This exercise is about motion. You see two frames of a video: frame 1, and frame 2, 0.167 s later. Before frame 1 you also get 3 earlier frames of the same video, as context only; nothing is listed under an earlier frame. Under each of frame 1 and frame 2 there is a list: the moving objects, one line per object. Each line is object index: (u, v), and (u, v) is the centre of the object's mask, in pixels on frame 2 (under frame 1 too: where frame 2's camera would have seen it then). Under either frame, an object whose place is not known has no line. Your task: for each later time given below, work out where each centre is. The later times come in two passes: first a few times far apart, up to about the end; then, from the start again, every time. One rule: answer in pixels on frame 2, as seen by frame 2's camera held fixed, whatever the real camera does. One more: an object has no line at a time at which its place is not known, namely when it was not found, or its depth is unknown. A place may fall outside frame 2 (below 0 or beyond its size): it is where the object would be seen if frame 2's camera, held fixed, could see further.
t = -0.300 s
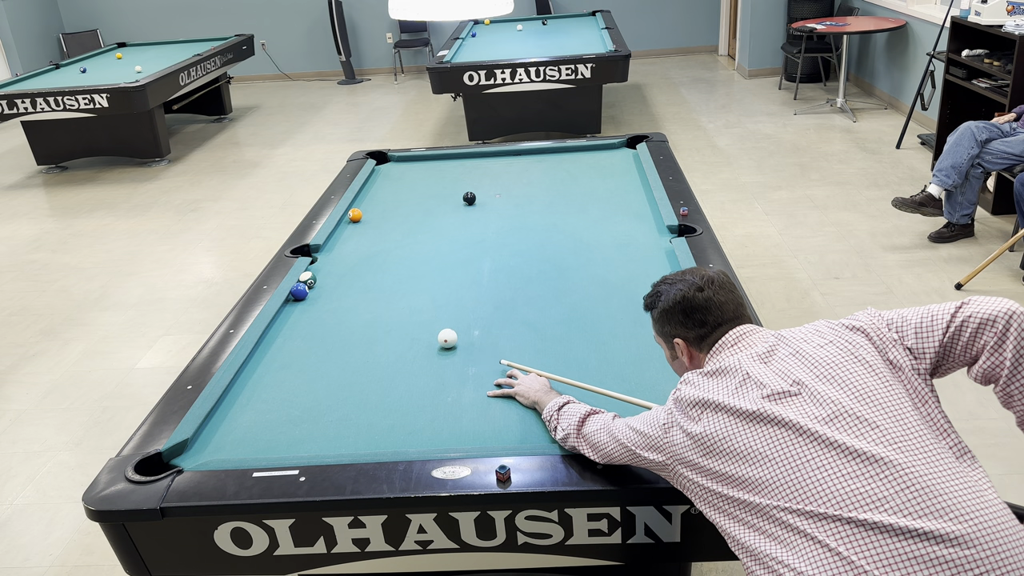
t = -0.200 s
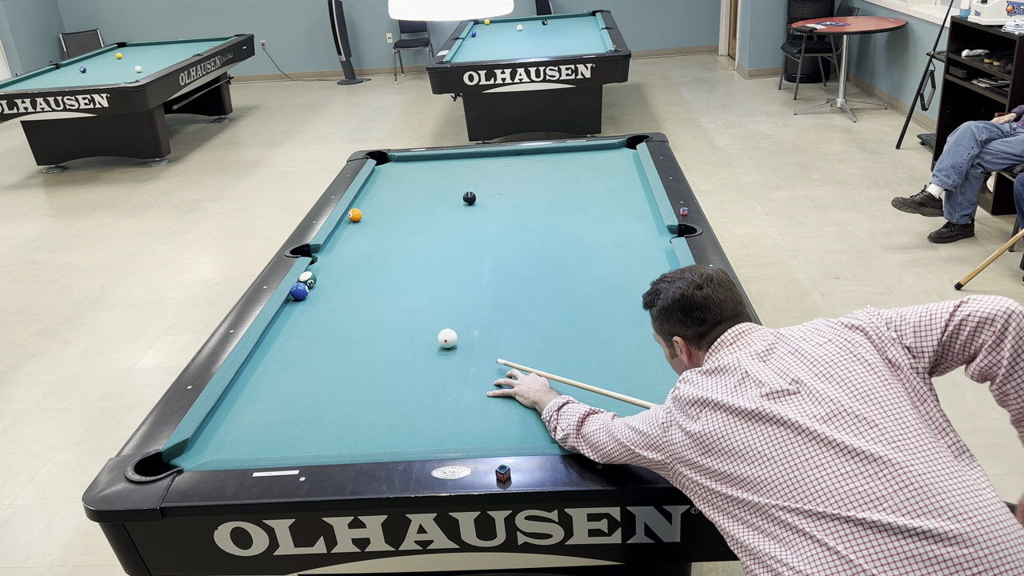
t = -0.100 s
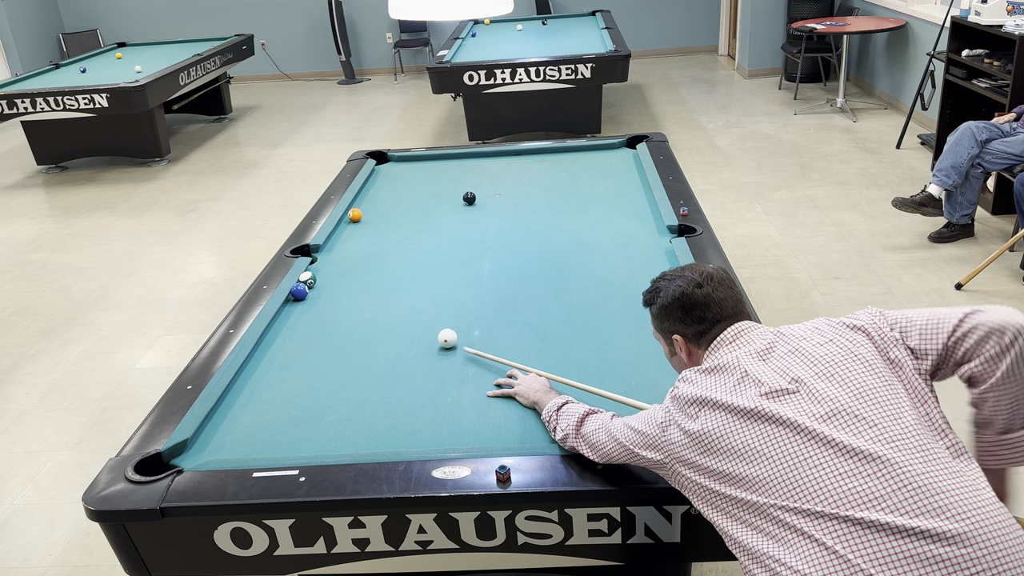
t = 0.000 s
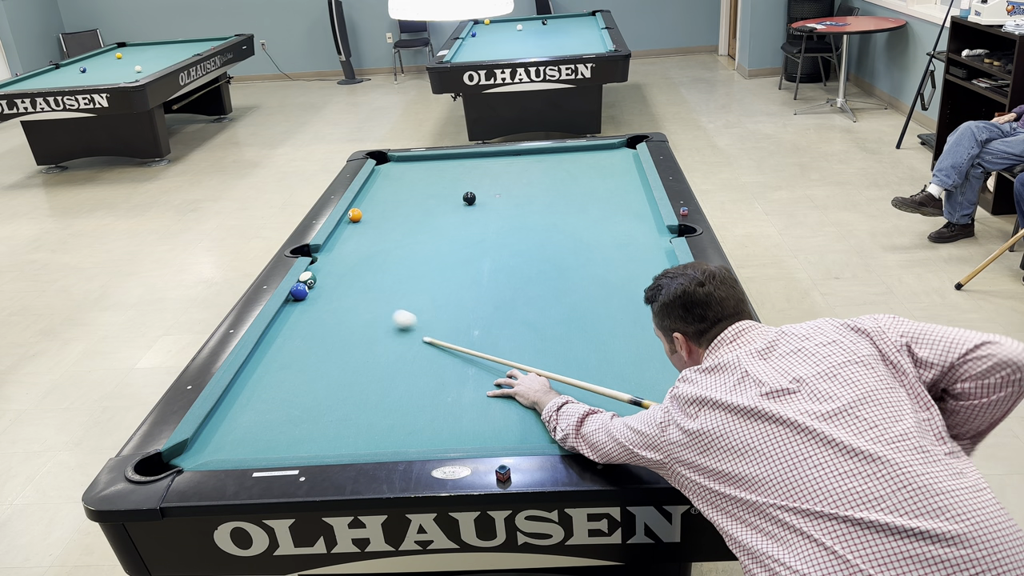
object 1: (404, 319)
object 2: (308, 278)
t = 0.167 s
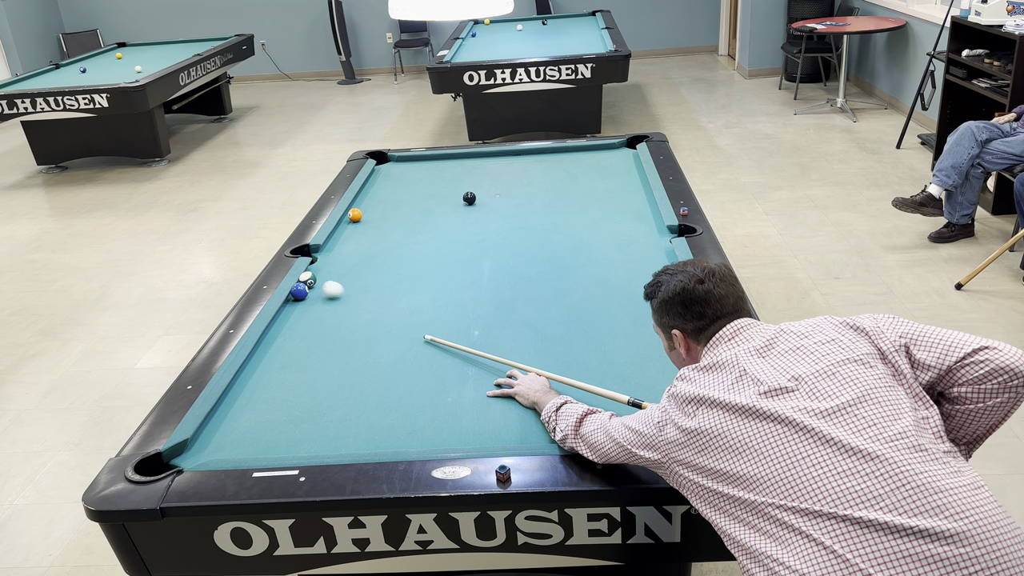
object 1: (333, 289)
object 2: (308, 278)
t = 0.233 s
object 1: (317, 283)
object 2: (309, 274)
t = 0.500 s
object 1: (314, 284)
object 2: (374, 255)
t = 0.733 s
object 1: (314, 284)
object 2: (420, 240)
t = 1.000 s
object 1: (314, 285)
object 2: (467, 224)
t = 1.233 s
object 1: (314, 285)
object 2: (504, 211)
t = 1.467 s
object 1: (314, 285)
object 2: (538, 199)
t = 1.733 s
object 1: (314, 284)
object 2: (572, 187)
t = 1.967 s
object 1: (314, 284)
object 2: (601, 177)
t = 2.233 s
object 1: (314, 284)
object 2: (630, 167)
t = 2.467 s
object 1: (314, 284)
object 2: (625, 162)
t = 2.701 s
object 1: (314, 284)
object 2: (613, 159)
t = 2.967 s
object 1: (314, 285)
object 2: (599, 157)
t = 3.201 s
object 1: (314, 285)
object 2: (589, 155)
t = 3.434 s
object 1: (314, 285)
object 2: (579, 153)
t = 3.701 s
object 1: (314, 284)
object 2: (569, 151)
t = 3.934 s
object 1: (313, 285)
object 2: (562, 149)
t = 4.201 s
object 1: (314, 284)
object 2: (556, 150)
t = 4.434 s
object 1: (314, 285)
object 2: (552, 151)
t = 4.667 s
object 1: (314, 285)
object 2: (549, 152)
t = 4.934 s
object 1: (314, 285)
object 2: (546, 153)
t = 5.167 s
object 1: (314, 284)
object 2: (544, 154)
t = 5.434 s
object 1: (314, 285)
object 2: (542, 154)
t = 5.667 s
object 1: (314, 284)
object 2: (541, 154)
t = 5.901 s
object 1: (314, 285)
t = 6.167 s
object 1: (314, 284)
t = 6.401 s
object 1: (314, 285)
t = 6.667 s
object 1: (314, 285)
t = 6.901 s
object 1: (314, 285)
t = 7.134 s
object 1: (314, 285)
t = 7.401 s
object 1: (314, 285)
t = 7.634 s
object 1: (314, 284)
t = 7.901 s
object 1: (313, 284)
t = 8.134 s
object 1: (313, 285)
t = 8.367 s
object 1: (314, 284)
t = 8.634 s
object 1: (314, 285)
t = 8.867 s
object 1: (313, 285)
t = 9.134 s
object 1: (314, 285)
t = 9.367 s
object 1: (314, 285)
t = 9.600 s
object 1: (307, 284)
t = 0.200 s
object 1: (322, 285)
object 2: (307, 278)
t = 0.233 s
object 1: (317, 283)
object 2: (309, 274)
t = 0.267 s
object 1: (317, 284)
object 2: (322, 271)
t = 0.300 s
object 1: (316, 284)
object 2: (330, 271)
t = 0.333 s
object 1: (316, 284)
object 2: (338, 268)
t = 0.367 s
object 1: (316, 284)
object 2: (345, 265)
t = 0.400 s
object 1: (315, 284)
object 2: (353, 263)
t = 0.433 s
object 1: (315, 284)
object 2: (360, 261)
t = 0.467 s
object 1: (315, 284)
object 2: (367, 258)
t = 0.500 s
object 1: (314, 284)
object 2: (374, 255)
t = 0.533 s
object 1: (314, 284)
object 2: (381, 253)
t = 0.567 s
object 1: (314, 284)
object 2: (388, 251)
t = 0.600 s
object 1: (314, 284)
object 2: (394, 249)
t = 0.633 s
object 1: (314, 284)
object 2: (401, 246)
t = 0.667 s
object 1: (314, 284)
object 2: (407, 244)
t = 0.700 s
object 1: (314, 284)
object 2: (413, 242)
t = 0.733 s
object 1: (314, 284)
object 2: (420, 240)
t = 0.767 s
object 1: (314, 285)
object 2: (426, 238)
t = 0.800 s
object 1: (314, 285)
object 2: (432, 235)
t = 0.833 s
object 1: (314, 285)
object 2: (438, 234)
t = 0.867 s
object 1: (314, 284)
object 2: (444, 232)
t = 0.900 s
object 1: (314, 284)
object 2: (450, 230)
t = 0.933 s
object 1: (314, 284)
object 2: (456, 227)
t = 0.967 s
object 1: (314, 284)
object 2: (461, 225)
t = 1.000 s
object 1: (314, 285)
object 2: (467, 224)
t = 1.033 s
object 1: (314, 284)
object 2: (473, 222)
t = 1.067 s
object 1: (314, 284)
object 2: (478, 220)
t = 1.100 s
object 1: (313, 285)
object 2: (483, 218)
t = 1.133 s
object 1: (314, 285)
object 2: (488, 216)
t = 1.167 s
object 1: (314, 285)
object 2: (494, 215)
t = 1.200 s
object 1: (314, 285)
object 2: (499, 213)
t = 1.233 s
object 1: (314, 285)
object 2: (504, 211)
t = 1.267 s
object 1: (314, 285)
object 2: (509, 209)
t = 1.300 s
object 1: (314, 285)
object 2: (514, 208)
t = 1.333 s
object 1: (314, 285)
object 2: (519, 206)
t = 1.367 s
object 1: (314, 285)
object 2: (524, 204)
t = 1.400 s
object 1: (314, 285)
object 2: (528, 202)
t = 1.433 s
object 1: (314, 285)
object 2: (533, 201)
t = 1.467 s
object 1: (314, 285)
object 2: (538, 199)
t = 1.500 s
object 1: (314, 285)
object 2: (543, 198)
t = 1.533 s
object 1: (314, 285)
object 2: (547, 196)
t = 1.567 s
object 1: (314, 285)
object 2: (551, 194)
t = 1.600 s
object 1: (314, 284)
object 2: (556, 193)
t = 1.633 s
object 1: (314, 285)
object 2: (560, 192)
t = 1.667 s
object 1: (314, 285)
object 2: (564, 190)
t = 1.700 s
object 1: (314, 285)
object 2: (569, 188)
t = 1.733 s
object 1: (314, 284)
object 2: (572, 187)
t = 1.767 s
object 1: (314, 284)
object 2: (577, 185)
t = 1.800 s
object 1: (314, 284)
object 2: (581, 184)
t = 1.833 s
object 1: (314, 284)
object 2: (585, 183)
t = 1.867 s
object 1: (314, 284)
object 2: (590, 182)
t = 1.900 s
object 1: (314, 284)
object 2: (593, 180)
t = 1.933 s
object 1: (314, 284)
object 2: (596, 178)
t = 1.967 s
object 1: (314, 284)
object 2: (601, 177)
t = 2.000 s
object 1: (314, 284)
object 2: (605, 176)
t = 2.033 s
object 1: (314, 284)
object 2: (608, 174)
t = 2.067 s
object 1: (313, 284)
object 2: (612, 173)
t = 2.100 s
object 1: (314, 285)
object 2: (615, 171)
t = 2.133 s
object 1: (314, 284)
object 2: (619, 170)
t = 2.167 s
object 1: (314, 284)
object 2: (623, 169)
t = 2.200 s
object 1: (313, 284)
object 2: (626, 168)
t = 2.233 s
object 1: (314, 284)
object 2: (630, 167)
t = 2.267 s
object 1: (314, 284)
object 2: (633, 165)
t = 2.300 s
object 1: (314, 284)
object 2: (635, 164)
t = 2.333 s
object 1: (314, 284)
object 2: (633, 164)
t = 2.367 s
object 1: (314, 284)
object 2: (631, 163)
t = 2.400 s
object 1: (314, 284)
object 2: (629, 163)
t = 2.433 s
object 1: (314, 284)
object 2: (627, 162)
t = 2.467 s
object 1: (314, 284)
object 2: (625, 162)
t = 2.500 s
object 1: (314, 284)
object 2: (623, 162)
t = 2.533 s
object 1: (314, 284)
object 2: (621, 161)
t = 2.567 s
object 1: (314, 284)
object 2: (620, 161)
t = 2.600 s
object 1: (314, 284)
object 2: (618, 161)
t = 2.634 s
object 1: (314, 284)
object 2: (616, 160)
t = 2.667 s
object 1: (314, 284)
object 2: (614, 160)
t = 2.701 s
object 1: (314, 284)
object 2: (613, 159)
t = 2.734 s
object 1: (313, 284)
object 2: (611, 159)
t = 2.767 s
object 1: (313, 284)
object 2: (609, 158)
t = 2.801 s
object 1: (314, 284)
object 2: (607, 158)
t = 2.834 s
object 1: (313, 284)
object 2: (606, 158)
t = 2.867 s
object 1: (314, 284)
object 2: (604, 158)
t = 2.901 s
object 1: (314, 284)
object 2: (603, 158)
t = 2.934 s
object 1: (314, 285)
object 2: (601, 157)
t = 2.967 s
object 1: (314, 285)
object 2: (599, 157)
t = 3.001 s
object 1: (314, 284)
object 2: (598, 156)
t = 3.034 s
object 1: (314, 285)
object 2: (596, 156)
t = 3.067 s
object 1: (314, 284)
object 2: (595, 156)
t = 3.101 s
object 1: (313, 285)
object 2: (593, 156)
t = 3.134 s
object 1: (314, 284)
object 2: (592, 155)
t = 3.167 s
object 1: (314, 284)
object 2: (590, 155)
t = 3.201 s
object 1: (314, 285)
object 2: (589, 155)
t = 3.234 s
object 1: (313, 285)
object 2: (588, 154)
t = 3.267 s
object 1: (314, 285)
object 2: (586, 154)
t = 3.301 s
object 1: (313, 285)
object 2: (584, 154)
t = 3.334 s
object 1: (314, 285)
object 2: (583, 153)
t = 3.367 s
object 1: (314, 285)
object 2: (582, 153)
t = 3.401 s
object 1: (314, 285)
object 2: (580, 153)
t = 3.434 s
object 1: (314, 285)
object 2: (579, 153)
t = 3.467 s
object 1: (314, 285)
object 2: (577, 153)
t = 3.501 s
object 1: (314, 285)
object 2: (577, 152)
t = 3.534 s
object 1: (314, 285)
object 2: (575, 152)
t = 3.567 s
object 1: (314, 285)
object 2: (574, 152)
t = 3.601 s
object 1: (314, 285)
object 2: (573, 151)
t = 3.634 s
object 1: (314, 285)
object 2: (572, 151)
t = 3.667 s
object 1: (314, 285)
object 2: (570, 151)
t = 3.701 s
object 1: (314, 284)
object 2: (569, 151)
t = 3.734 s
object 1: (314, 284)
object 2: (568, 150)
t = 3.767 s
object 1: (314, 284)
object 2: (567, 150)
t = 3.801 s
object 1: (314, 284)
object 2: (566, 150)
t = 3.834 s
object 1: (314, 284)
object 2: (565, 150)
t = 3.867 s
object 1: (314, 284)
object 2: (564, 150)
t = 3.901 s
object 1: (314, 284)
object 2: (563, 149)
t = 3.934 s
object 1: (313, 285)
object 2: (562, 149)
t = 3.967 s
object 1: (314, 285)
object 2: (561, 149)
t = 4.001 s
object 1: (314, 284)
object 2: (560, 149)
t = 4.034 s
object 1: (314, 285)
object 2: (559, 149)
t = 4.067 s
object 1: (314, 284)
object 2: (558, 149)
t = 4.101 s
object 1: (314, 285)
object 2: (557, 150)
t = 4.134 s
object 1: (314, 285)
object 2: (556, 150)
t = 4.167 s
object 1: (314, 284)
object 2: (556, 150)
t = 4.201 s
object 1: (314, 284)
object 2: (556, 150)
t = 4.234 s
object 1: (314, 285)
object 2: (555, 150)
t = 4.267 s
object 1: (314, 285)
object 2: (555, 150)
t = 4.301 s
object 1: (314, 284)
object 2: (554, 151)
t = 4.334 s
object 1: (314, 285)
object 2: (554, 151)
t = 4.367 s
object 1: (314, 285)
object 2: (553, 151)
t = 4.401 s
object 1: (314, 285)
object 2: (553, 151)
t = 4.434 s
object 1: (314, 285)
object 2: (552, 151)
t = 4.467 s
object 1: (314, 284)
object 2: (552, 151)
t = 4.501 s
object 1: (314, 285)
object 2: (551, 151)
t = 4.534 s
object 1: (314, 285)
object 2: (551, 152)
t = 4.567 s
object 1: (314, 285)
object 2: (550, 152)
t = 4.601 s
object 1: (314, 284)
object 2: (550, 152)
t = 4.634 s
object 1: (314, 285)
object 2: (550, 152)
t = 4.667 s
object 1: (314, 285)
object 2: (549, 152)
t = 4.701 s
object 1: (314, 285)
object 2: (549, 153)
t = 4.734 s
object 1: (314, 285)
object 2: (548, 153)
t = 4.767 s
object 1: (314, 285)
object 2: (548, 153)
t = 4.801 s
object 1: (314, 285)
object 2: (547, 153)
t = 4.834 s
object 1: (314, 285)
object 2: (547, 153)
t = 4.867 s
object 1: (314, 285)
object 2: (546, 153)
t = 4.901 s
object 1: (314, 284)
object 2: (546, 153)
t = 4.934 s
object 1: (314, 285)
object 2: (546, 153)
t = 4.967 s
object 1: (314, 284)
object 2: (546, 153)
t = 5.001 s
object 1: (313, 285)
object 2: (545, 153)
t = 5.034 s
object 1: (314, 285)
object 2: (545, 153)
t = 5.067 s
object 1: (314, 285)
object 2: (545, 153)
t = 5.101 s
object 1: (314, 285)
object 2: (544, 153)
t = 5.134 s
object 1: (314, 285)
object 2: (544, 154)
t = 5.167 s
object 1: (314, 284)
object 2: (544, 154)
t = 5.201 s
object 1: (314, 285)
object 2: (544, 154)
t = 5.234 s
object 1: (314, 284)
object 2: (543, 154)
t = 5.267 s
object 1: (314, 285)
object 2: (543, 154)
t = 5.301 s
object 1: (314, 284)
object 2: (543, 154)
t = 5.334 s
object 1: (314, 285)
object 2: (543, 154)
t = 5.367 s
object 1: (314, 285)
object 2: (543, 154)
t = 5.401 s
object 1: (314, 285)
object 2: (542, 154)
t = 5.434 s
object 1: (314, 285)
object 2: (542, 154)
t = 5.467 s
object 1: (314, 284)
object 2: (542, 154)
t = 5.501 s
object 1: (314, 285)
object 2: (542, 154)
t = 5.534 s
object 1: (314, 284)
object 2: (542, 154)
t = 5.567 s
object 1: (314, 284)
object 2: (542, 154)
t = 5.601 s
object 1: (314, 285)
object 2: (542, 154)
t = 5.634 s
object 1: (314, 284)
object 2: (542, 154)
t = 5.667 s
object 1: (314, 284)
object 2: (541, 154)
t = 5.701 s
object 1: (314, 284)
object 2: (542, 154)
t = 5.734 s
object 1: (314, 285)
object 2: (541, 154)
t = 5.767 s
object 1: (314, 285)
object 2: (542, 154)
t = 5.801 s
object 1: (314, 285)
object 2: (542, 154)
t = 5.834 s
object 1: (314, 285)
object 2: (542, 154)
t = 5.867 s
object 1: (314, 285)
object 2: (542, 154)
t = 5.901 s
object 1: (314, 285)
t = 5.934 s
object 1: (314, 285)
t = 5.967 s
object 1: (314, 285)
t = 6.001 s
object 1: (314, 285)
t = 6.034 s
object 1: (314, 284)
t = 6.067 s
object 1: (314, 285)
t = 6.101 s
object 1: (314, 284)
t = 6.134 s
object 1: (314, 284)
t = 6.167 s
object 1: (314, 284)
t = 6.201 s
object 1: (314, 285)
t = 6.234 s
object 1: (314, 284)
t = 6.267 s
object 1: (314, 284)
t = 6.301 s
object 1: (314, 285)
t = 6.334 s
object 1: (313, 284)
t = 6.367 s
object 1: (314, 285)
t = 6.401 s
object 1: (314, 285)
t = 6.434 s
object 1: (314, 285)
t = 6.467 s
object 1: (314, 285)
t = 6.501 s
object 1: (314, 284)
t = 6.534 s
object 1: (314, 284)
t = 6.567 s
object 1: (314, 284)
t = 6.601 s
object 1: (314, 285)
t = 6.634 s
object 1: (314, 285)
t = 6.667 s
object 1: (314, 285)
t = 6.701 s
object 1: (314, 285)
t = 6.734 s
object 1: (314, 285)
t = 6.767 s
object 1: (314, 285)
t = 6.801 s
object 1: (314, 285)
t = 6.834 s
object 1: (314, 285)
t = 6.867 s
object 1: (314, 285)
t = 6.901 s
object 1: (314, 285)
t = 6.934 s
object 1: (314, 285)
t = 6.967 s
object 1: (314, 285)
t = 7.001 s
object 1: (314, 284)
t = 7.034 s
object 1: (314, 285)
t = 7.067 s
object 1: (314, 285)
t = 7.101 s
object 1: (314, 285)
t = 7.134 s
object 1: (314, 285)
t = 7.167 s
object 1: (314, 284)
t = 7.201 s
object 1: (314, 285)
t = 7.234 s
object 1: (314, 284)
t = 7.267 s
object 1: (314, 285)
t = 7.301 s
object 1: (314, 284)
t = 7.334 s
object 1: (314, 284)
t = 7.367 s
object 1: (314, 284)
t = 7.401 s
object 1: (314, 285)
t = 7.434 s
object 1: (314, 284)
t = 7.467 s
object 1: (314, 284)
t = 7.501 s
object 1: (314, 285)
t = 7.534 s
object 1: (314, 284)
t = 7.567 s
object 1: (314, 285)
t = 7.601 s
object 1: (314, 285)
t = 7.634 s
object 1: (314, 284)
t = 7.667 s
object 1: (314, 285)
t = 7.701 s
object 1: (314, 284)
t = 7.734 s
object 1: (314, 284)
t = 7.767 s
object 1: (314, 284)
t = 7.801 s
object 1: (313, 285)
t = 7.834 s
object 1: (314, 284)
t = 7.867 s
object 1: (314, 284)
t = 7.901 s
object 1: (313, 284)
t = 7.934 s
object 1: (313, 285)
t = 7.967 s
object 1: (313, 285)
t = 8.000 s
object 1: (314, 284)
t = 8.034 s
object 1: (314, 284)
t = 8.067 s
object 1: (313, 285)
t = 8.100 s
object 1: (314, 284)
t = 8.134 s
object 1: (313, 285)
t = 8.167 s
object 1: (314, 284)
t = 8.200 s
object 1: (314, 285)
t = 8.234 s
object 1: (313, 284)
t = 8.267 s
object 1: (314, 285)
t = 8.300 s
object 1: (314, 285)
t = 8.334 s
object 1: (314, 284)
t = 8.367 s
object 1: (314, 284)
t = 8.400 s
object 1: (314, 285)
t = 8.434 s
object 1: (314, 285)
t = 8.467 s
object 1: (314, 284)
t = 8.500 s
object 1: (314, 285)
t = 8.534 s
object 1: (314, 284)
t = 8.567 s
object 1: (313, 285)
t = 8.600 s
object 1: (314, 284)
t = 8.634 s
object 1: (314, 285)
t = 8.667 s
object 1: (314, 285)
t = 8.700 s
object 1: (314, 284)
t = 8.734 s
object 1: (313, 285)
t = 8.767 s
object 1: (314, 285)
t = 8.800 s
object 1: (314, 285)
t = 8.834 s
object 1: (313, 285)
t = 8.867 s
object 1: (313, 285)
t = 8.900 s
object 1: (314, 285)
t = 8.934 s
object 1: (313, 285)
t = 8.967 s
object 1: (314, 285)
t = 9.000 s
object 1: (314, 285)
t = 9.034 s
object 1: (314, 285)
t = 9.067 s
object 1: (314, 285)
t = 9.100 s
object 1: (314, 285)
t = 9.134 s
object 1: (314, 285)
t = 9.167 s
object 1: (314, 285)
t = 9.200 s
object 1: (314, 285)
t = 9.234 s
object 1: (314, 285)
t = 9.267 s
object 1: (314, 285)
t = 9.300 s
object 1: (314, 285)
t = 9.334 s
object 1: (314, 285)
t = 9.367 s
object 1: (314, 285)
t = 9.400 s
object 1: (314, 285)
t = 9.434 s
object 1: (314, 285)
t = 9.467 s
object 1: (314, 285)
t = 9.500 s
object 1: (314, 285)
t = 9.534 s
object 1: (314, 285)
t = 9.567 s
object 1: (313, 285)
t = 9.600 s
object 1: (307, 284)
